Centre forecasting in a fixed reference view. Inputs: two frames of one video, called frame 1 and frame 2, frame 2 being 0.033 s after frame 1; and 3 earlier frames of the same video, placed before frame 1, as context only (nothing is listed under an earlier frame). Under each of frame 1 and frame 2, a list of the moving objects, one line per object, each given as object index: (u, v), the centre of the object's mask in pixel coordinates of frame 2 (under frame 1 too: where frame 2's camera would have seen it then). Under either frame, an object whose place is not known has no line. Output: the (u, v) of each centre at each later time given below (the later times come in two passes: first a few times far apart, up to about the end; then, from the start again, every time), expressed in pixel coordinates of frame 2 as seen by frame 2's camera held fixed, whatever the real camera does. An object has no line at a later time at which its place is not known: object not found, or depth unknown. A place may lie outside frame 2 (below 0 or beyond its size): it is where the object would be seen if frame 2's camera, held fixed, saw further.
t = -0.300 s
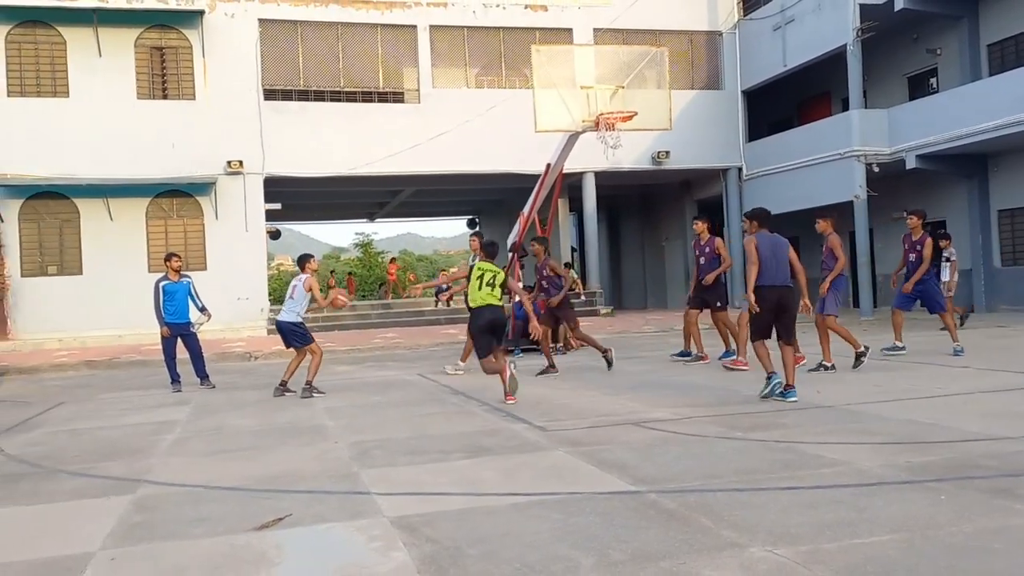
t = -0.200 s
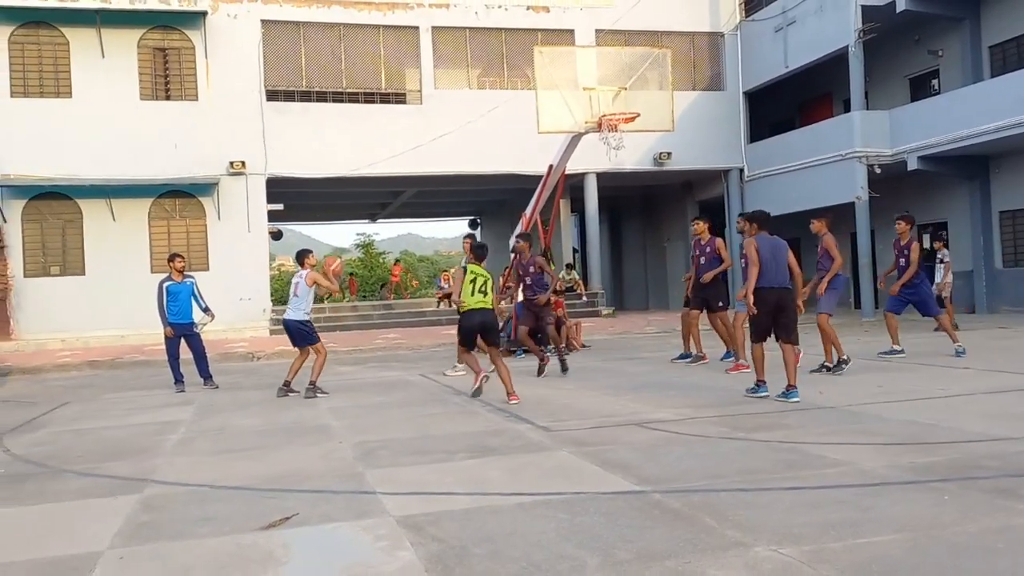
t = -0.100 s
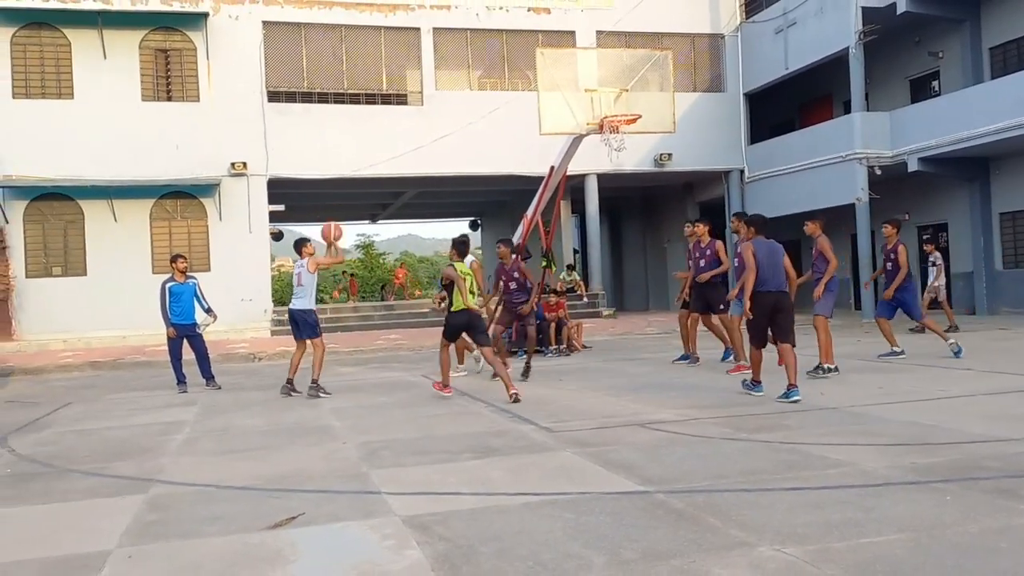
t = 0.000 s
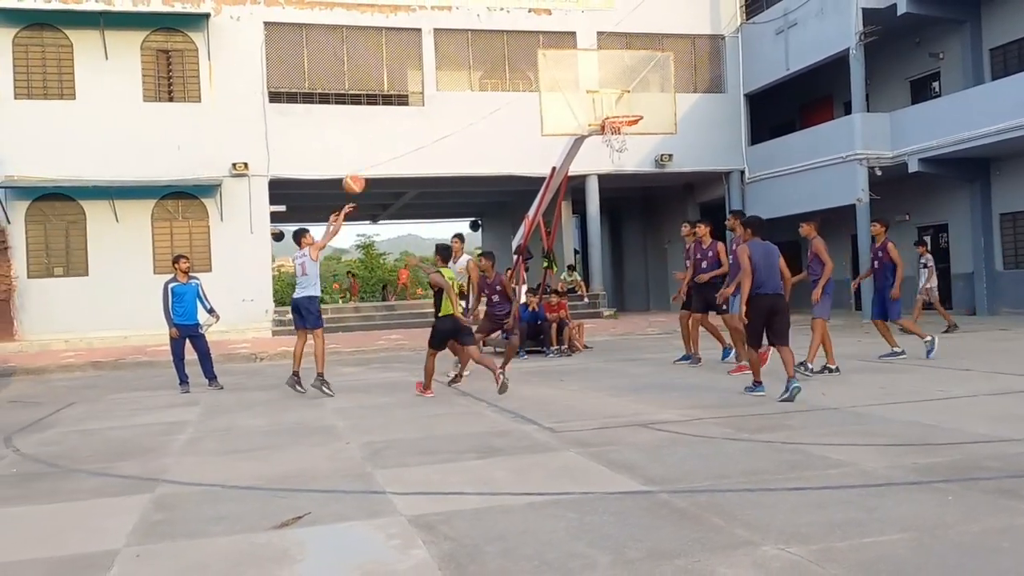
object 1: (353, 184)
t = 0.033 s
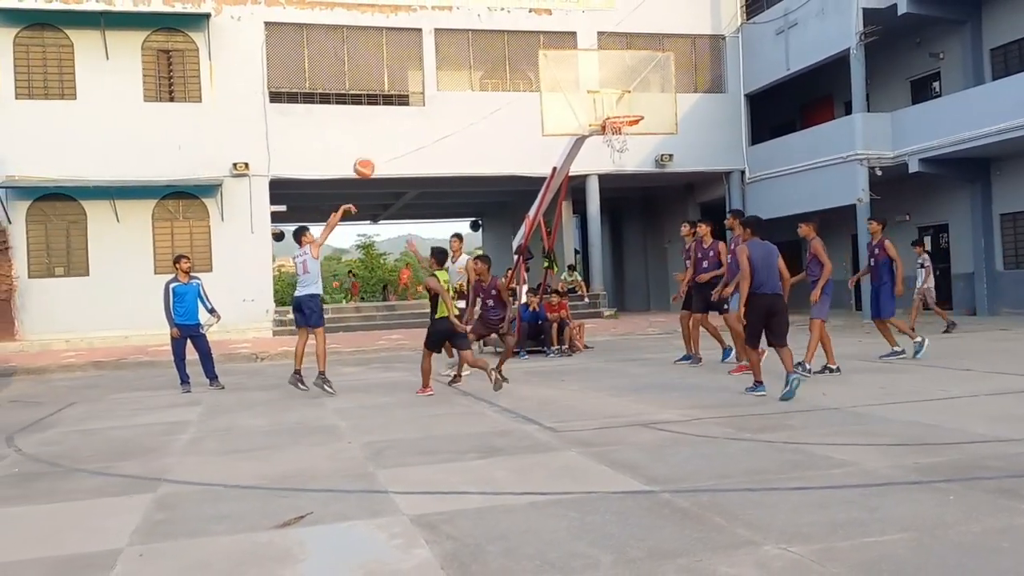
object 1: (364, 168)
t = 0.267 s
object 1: (428, 86)
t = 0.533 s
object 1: (503, 49)
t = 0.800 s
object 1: (574, 71)
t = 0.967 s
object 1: (620, 111)
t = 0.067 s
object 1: (373, 153)
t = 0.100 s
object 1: (383, 139)
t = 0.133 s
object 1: (392, 126)
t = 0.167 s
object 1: (401, 114)
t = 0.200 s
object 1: (411, 104)
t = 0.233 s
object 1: (420, 94)
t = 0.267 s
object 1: (428, 86)
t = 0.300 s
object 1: (438, 78)
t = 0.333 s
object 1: (448, 72)
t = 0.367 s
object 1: (458, 66)
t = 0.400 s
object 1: (466, 60)
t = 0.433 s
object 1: (475, 56)
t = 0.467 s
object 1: (484, 53)
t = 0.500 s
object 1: (493, 50)
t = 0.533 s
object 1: (503, 49)
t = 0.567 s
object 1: (512, 48)
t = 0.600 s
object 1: (521, 49)
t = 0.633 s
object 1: (531, 50)
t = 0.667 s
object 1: (538, 52)
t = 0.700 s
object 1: (547, 56)
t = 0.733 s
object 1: (556, 60)
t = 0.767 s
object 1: (565, 65)
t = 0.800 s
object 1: (574, 71)
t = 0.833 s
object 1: (584, 78)
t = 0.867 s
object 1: (593, 85)
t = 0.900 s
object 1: (601, 94)
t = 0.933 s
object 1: (611, 103)
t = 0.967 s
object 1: (620, 111)
